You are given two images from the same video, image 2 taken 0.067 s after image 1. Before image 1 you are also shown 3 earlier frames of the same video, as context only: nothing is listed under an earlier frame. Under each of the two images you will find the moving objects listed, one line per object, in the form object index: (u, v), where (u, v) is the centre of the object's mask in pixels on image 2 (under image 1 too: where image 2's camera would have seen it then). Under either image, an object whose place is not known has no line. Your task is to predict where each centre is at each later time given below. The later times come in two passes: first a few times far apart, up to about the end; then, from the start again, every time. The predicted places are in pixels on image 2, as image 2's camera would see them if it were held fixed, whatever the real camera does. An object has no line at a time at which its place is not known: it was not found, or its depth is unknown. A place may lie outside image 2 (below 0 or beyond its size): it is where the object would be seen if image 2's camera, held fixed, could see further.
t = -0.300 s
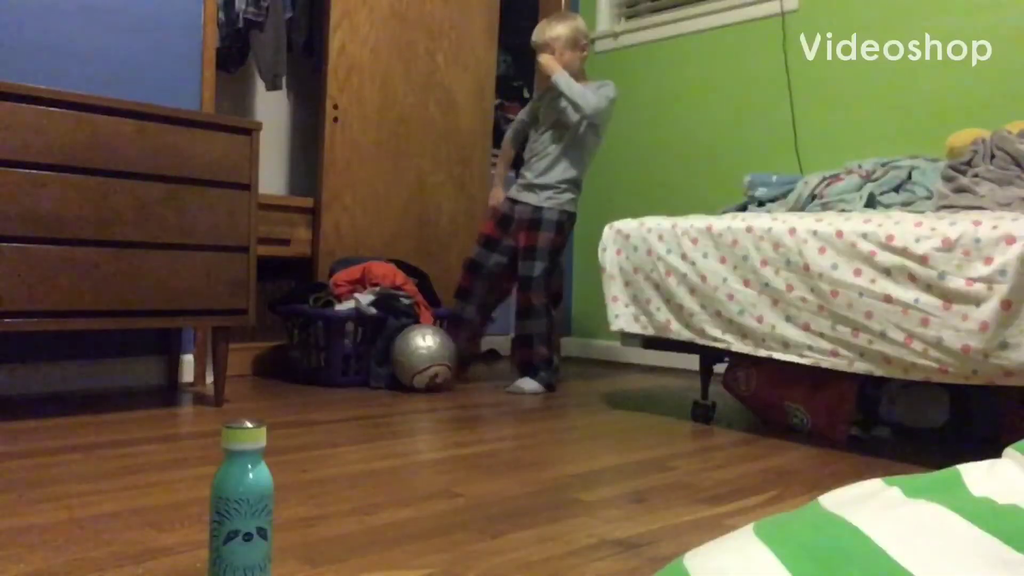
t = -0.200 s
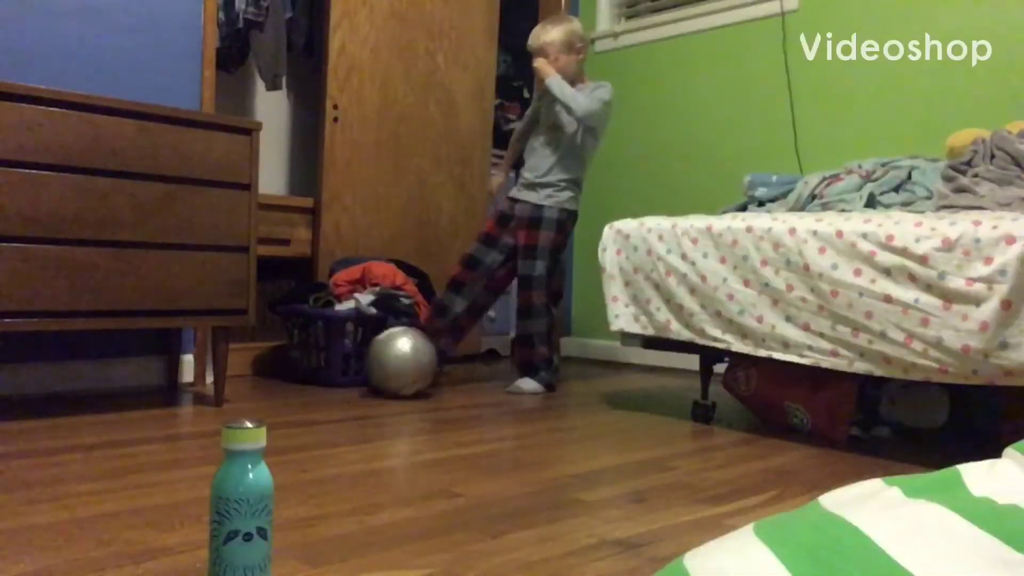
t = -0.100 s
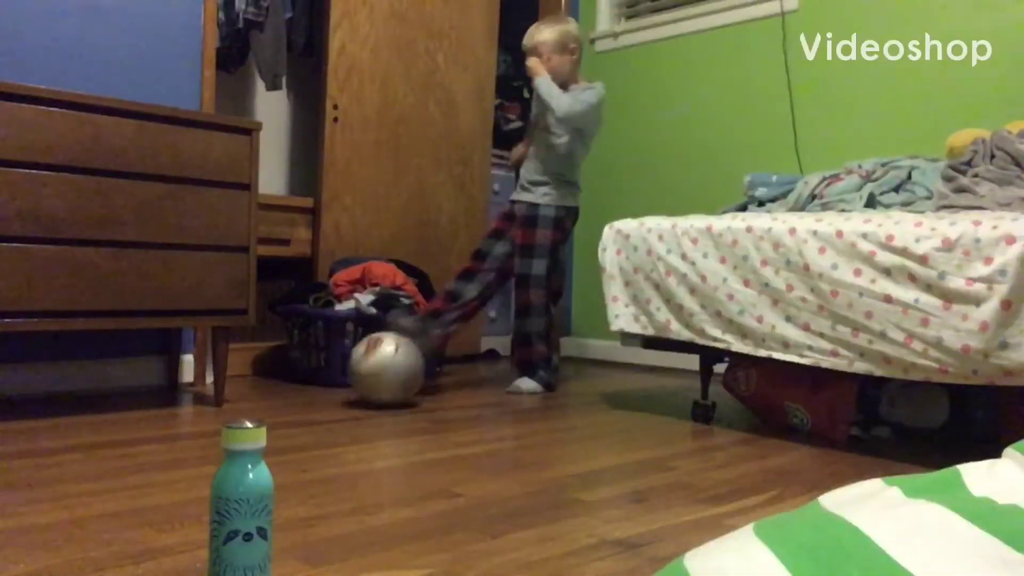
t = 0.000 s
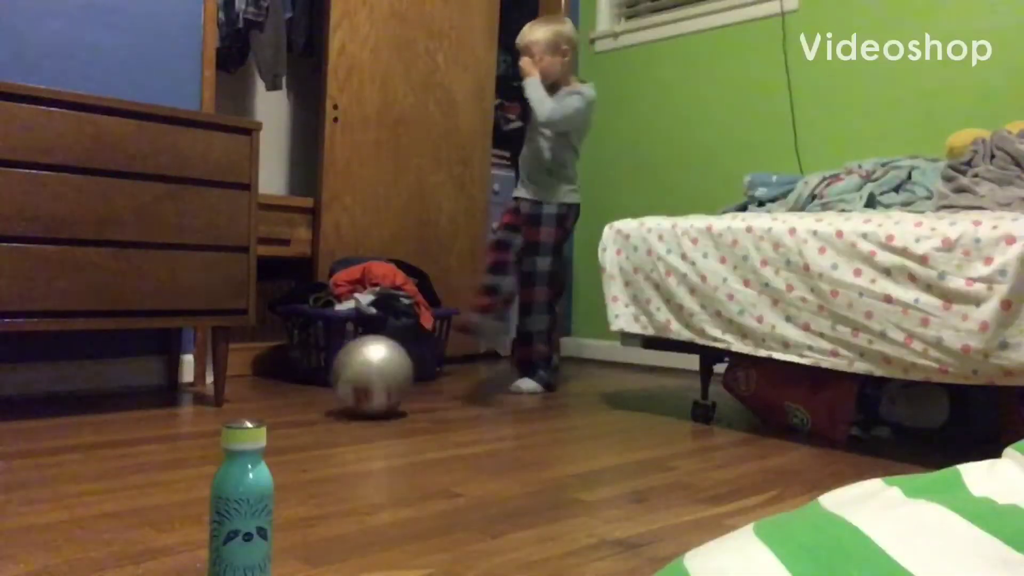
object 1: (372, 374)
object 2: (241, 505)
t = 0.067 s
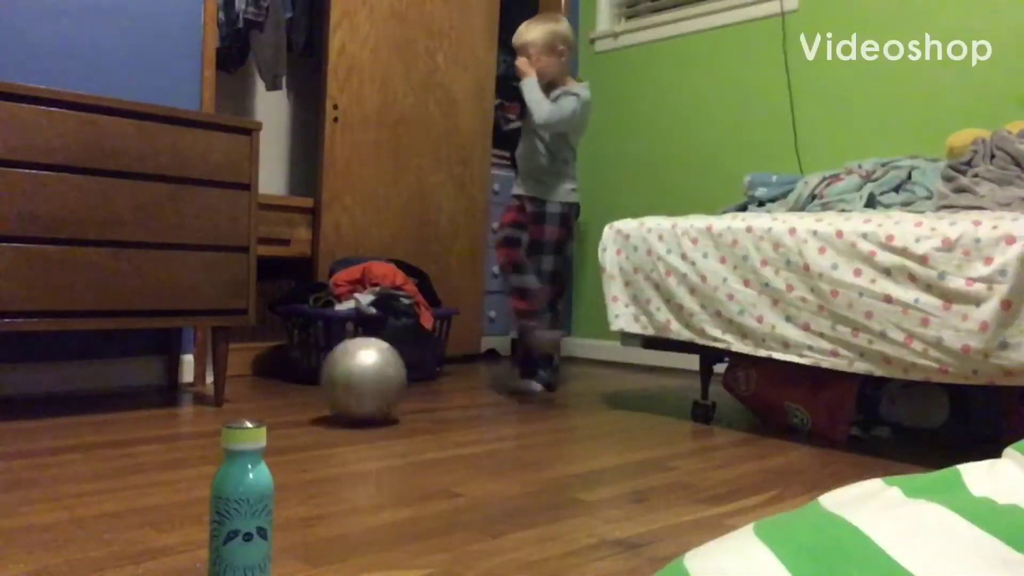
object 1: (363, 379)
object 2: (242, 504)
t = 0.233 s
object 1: (338, 394)
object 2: (241, 505)
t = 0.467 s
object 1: (297, 417)
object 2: (242, 504)
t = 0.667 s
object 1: (221, 437)
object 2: (241, 504)
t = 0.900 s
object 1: (118, 492)
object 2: (265, 514)
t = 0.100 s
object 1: (359, 381)
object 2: (242, 504)
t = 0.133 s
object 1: (354, 384)
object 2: (242, 504)
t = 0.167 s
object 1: (348, 387)
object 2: (241, 504)
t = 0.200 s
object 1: (343, 389)
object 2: (241, 504)
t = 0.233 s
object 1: (338, 394)
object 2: (241, 505)
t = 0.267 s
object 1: (332, 397)
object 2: (241, 505)
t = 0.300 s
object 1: (326, 399)
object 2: (242, 504)
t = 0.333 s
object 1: (320, 402)
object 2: (242, 505)
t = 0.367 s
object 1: (313, 409)
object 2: (241, 505)
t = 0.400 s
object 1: (308, 411)
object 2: (242, 505)
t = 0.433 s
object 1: (303, 414)
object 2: (242, 504)
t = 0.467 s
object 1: (297, 417)
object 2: (242, 504)
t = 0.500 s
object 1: (291, 419)
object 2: (241, 505)
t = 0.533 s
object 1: (283, 420)
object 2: (242, 505)
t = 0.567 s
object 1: (271, 425)
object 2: (242, 504)
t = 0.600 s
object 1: (257, 420)
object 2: (242, 504)
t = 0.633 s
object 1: (244, 420)
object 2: (241, 504)
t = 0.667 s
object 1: (221, 437)
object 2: (241, 504)
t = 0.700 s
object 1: (212, 450)
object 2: (241, 504)
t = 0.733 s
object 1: (195, 457)
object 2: (241, 504)
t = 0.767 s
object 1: (172, 468)
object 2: (243, 504)
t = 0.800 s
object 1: (162, 473)
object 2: (248, 508)
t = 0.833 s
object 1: (151, 484)
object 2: (255, 510)
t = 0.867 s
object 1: (138, 488)
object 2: (261, 513)
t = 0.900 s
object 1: (118, 492)
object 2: (265, 514)
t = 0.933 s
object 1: (96, 496)
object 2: (268, 516)
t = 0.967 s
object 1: (84, 497)
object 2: (271, 517)
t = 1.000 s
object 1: (74, 499)
